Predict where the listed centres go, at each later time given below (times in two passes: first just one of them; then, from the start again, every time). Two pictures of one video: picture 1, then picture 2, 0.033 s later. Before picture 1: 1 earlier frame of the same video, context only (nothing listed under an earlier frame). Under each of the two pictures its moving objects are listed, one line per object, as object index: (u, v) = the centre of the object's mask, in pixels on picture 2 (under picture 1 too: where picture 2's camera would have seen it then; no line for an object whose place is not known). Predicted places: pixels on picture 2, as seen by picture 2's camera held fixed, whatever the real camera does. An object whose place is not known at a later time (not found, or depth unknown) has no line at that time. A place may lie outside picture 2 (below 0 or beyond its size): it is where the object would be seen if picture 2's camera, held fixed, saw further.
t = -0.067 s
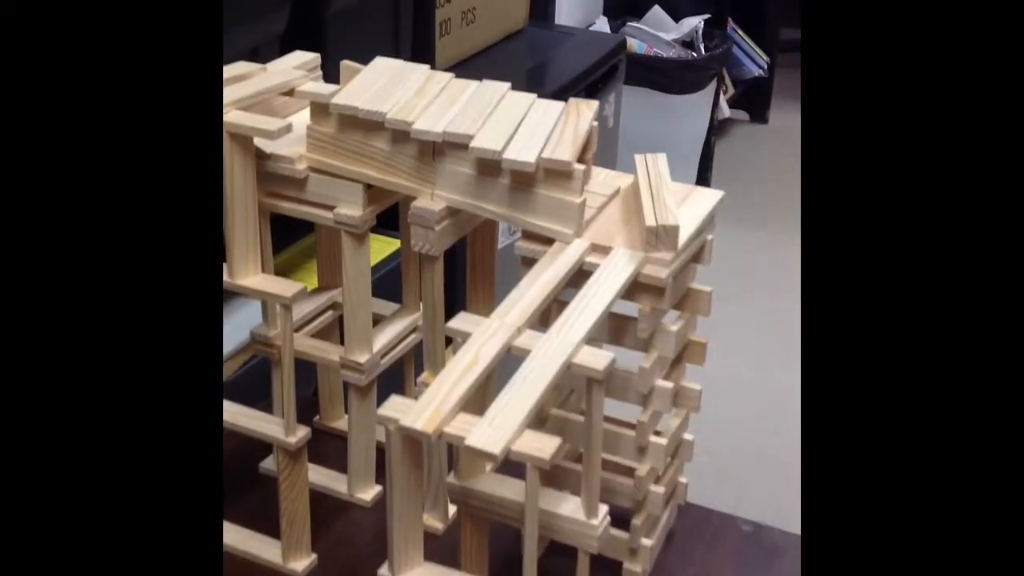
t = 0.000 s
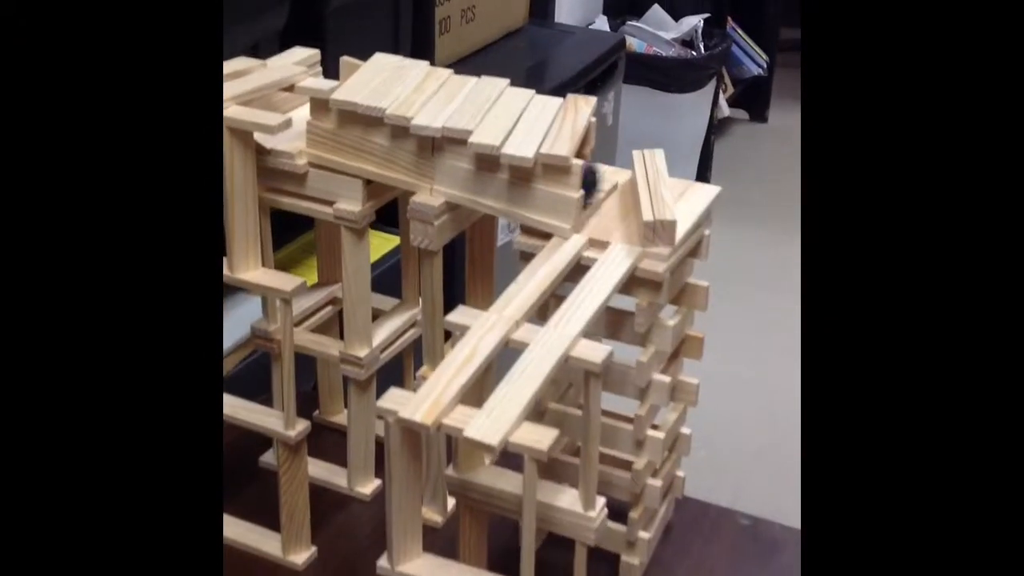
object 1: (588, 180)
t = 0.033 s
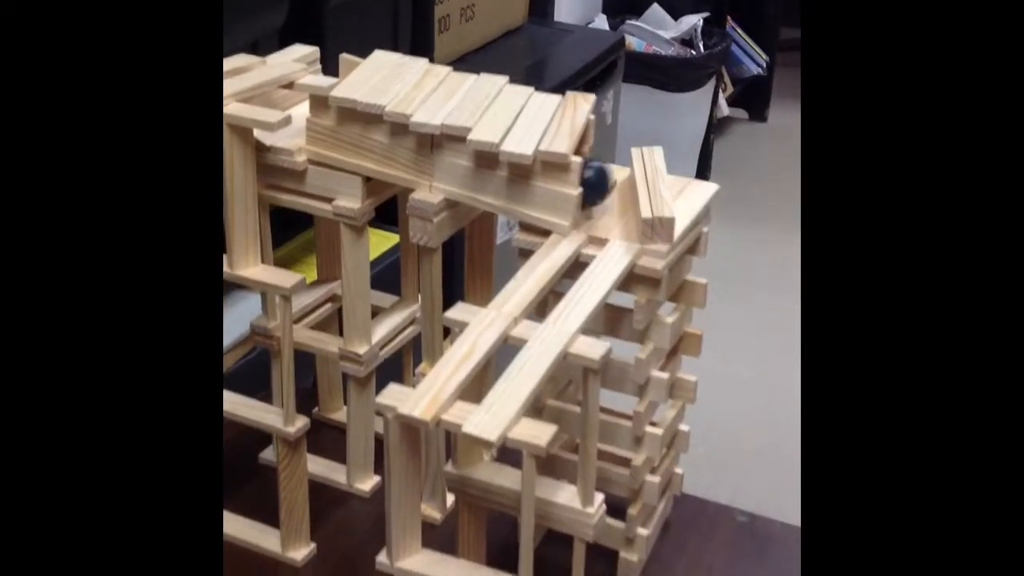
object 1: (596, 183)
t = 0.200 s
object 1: (612, 209)
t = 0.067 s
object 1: (601, 187)
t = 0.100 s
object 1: (611, 199)
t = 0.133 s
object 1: (612, 201)
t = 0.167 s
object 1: (612, 206)
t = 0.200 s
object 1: (612, 209)
